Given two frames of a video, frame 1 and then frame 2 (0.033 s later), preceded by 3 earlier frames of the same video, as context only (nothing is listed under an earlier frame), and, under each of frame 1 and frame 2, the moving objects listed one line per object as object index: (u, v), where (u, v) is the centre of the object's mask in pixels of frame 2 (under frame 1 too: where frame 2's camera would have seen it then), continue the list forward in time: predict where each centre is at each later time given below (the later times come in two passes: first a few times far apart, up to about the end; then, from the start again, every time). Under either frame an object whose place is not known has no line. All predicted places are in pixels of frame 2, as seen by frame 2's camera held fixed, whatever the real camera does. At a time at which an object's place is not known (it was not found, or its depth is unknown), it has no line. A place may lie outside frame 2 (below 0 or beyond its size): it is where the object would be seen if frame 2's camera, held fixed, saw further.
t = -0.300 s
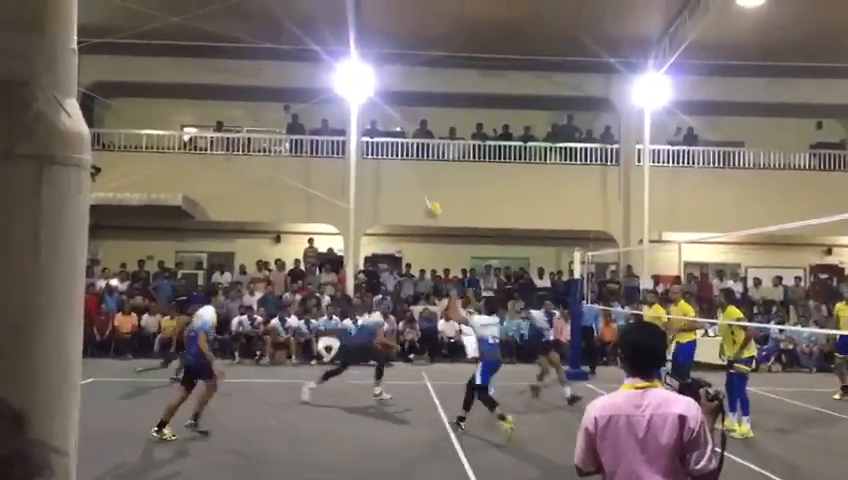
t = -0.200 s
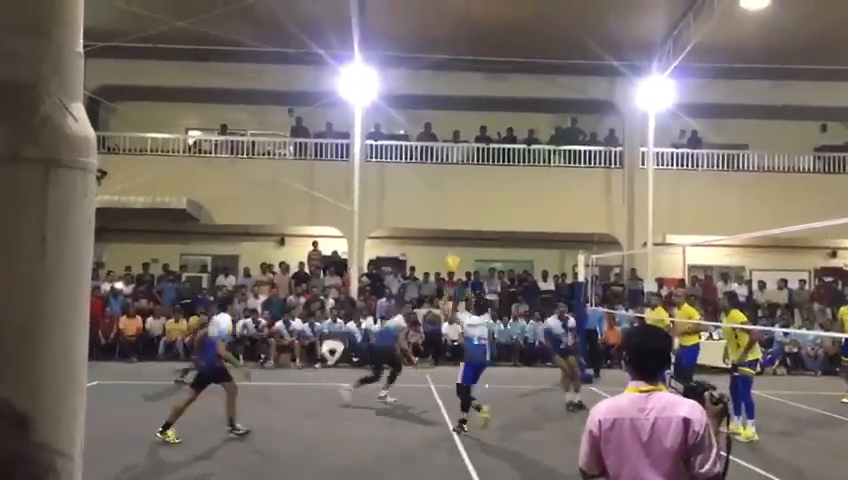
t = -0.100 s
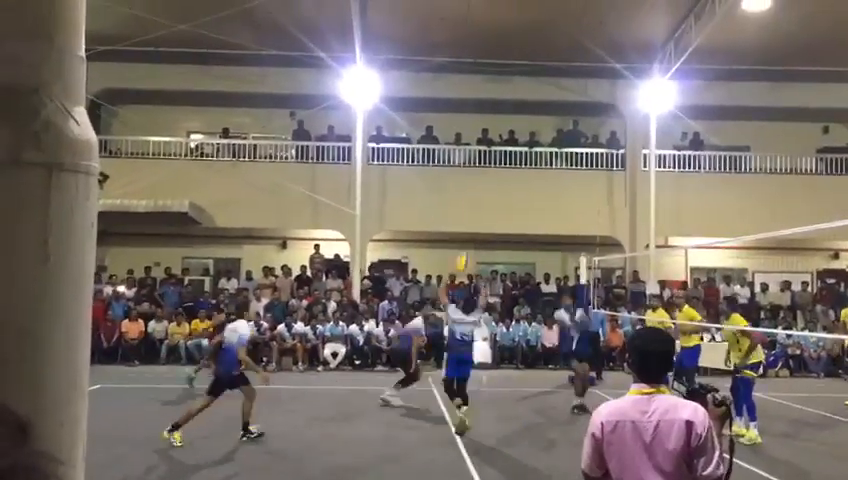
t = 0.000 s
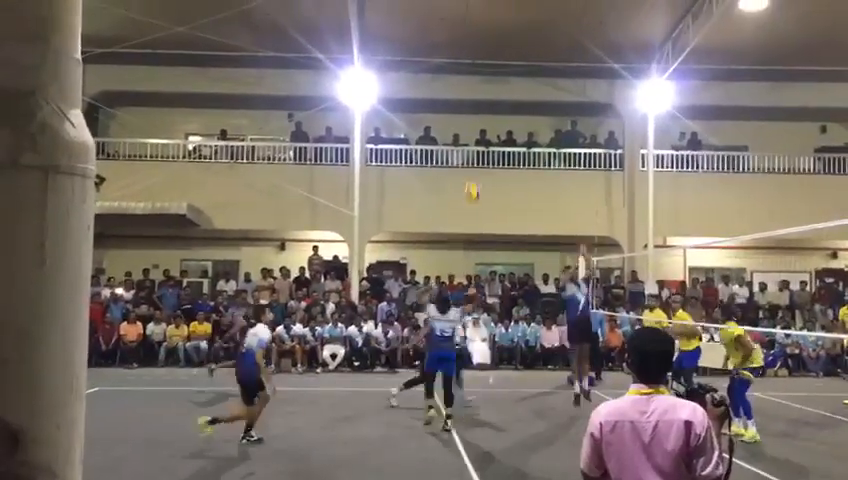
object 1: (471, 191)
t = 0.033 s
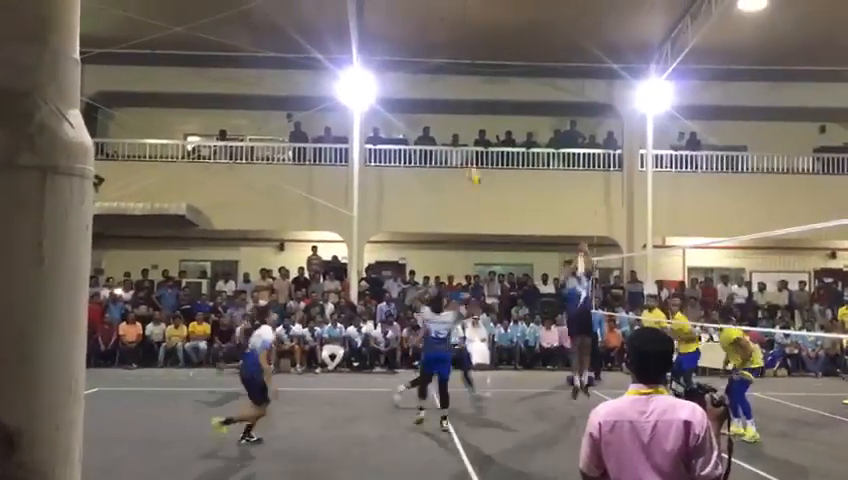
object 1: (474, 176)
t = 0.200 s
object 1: (486, 107)
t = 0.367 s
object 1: (497, 57)
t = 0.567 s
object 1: (511, 24)
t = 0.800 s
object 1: (528, 25)
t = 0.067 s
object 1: (476, 159)
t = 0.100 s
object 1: (477, 144)
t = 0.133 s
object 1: (480, 132)
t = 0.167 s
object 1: (483, 119)
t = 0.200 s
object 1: (486, 107)
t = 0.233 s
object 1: (488, 95)
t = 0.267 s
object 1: (491, 85)
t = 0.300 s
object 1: (493, 75)
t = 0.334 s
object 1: (495, 65)
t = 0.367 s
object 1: (497, 57)
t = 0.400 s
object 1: (499, 49)
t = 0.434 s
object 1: (501, 42)
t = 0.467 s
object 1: (504, 37)
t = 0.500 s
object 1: (506, 32)
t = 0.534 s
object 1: (509, 27)
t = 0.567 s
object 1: (511, 24)
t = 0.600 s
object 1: (513, 21)
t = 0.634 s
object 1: (516, 20)
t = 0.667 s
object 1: (518, 18)
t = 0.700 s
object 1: (521, 18)
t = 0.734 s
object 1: (523, 20)
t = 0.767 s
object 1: (525, 22)
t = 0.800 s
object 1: (528, 25)
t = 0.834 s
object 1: (531, 29)
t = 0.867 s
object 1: (533, 34)
